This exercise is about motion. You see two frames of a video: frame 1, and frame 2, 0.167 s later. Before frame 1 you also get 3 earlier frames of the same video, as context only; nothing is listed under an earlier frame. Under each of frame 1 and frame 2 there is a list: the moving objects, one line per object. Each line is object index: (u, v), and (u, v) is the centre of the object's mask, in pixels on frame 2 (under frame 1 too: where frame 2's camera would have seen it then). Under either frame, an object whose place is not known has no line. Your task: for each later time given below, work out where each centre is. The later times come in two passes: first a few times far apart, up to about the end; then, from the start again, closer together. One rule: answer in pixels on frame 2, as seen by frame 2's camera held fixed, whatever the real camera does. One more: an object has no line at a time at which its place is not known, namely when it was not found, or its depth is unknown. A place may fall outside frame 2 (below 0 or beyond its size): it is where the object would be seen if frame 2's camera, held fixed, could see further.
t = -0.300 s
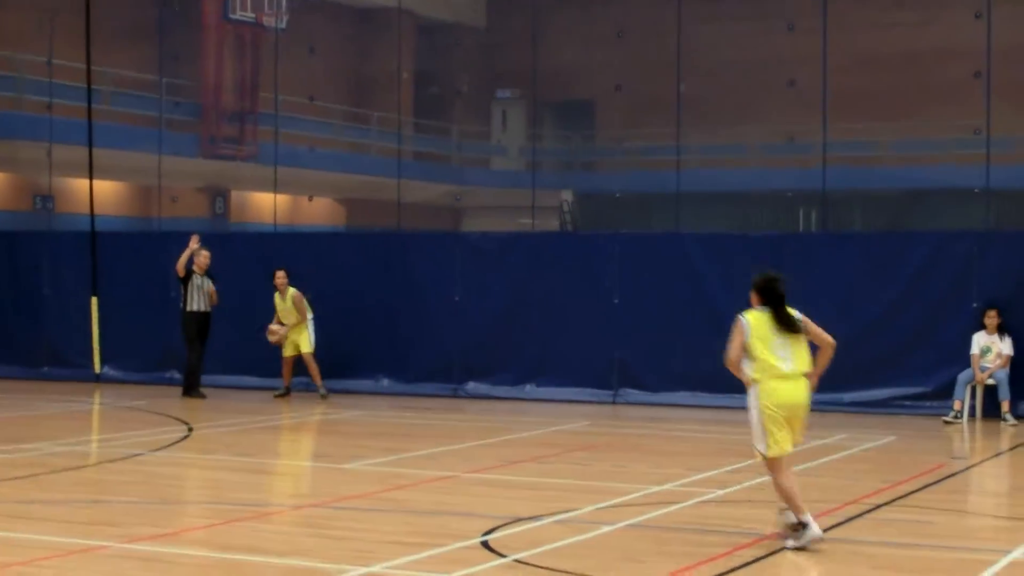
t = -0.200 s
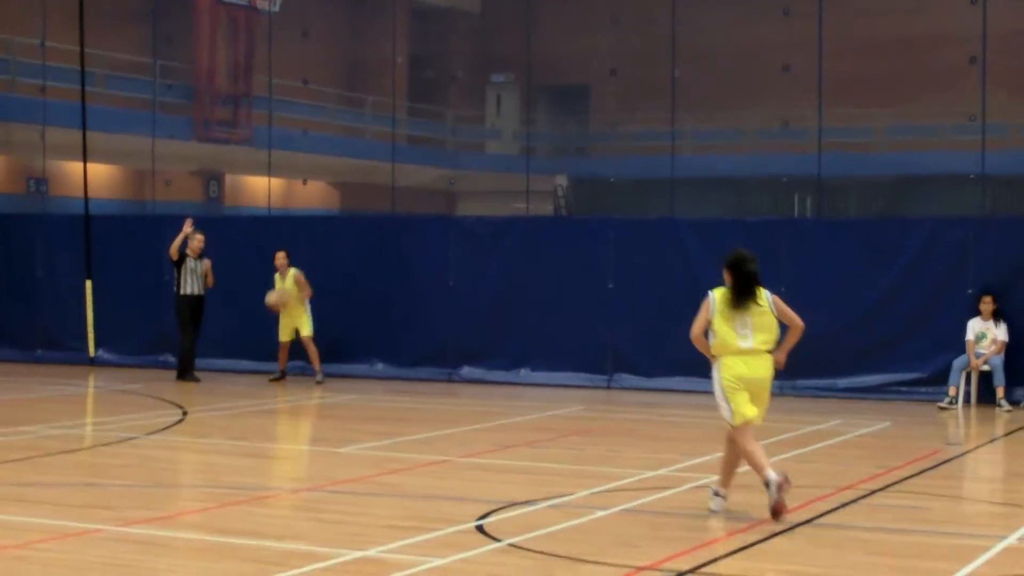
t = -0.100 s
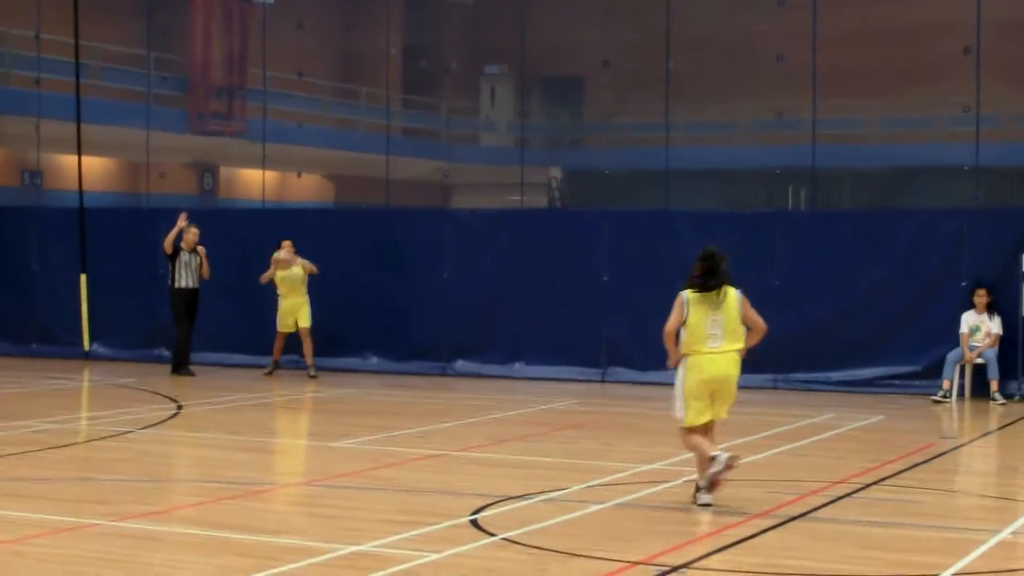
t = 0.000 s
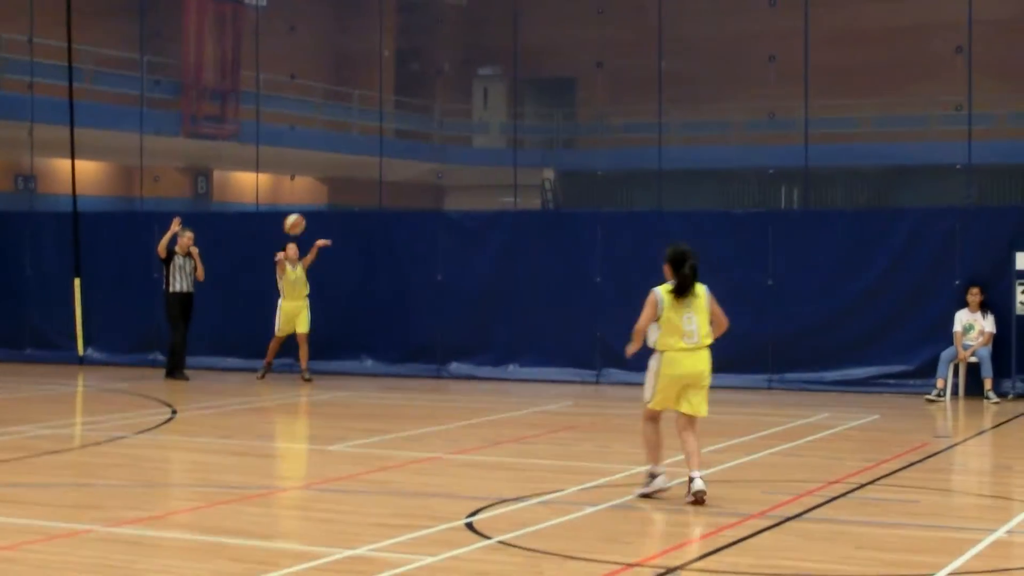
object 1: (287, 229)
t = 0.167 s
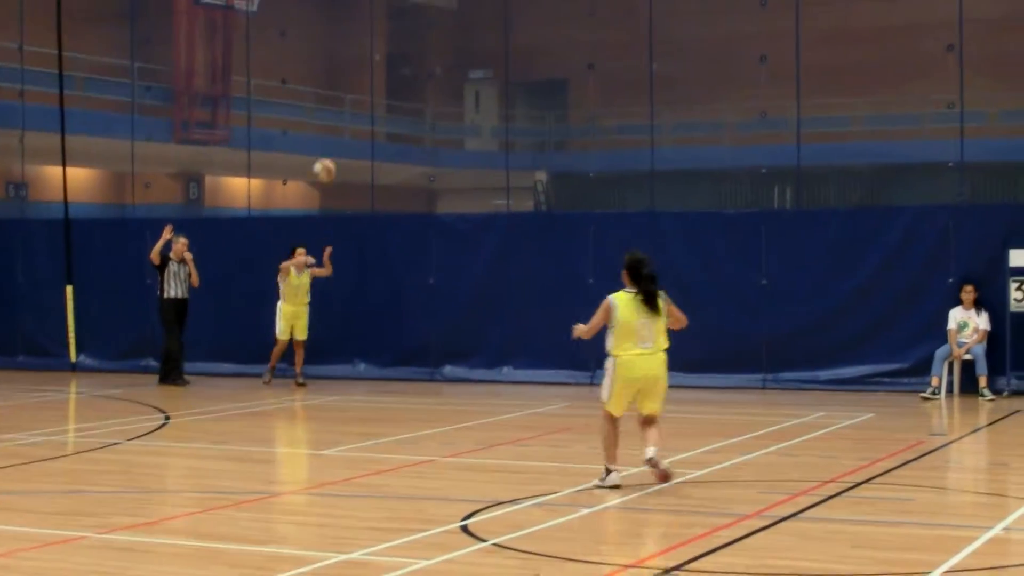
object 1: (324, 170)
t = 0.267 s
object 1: (349, 145)
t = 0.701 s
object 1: (478, 140)
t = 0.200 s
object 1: (333, 161)
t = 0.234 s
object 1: (340, 153)
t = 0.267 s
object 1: (349, 145)
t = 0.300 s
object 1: (358, 139)
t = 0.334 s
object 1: (366, 132)
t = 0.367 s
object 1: (375, 128)
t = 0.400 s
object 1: (384, 124)
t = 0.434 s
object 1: (394, 121)
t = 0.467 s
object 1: (404, 120)
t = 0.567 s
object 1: (435, 120)
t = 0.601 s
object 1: (446, 123)
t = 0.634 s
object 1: (456, 128)
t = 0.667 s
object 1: (466, 134)
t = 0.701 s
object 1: (478, 140)
